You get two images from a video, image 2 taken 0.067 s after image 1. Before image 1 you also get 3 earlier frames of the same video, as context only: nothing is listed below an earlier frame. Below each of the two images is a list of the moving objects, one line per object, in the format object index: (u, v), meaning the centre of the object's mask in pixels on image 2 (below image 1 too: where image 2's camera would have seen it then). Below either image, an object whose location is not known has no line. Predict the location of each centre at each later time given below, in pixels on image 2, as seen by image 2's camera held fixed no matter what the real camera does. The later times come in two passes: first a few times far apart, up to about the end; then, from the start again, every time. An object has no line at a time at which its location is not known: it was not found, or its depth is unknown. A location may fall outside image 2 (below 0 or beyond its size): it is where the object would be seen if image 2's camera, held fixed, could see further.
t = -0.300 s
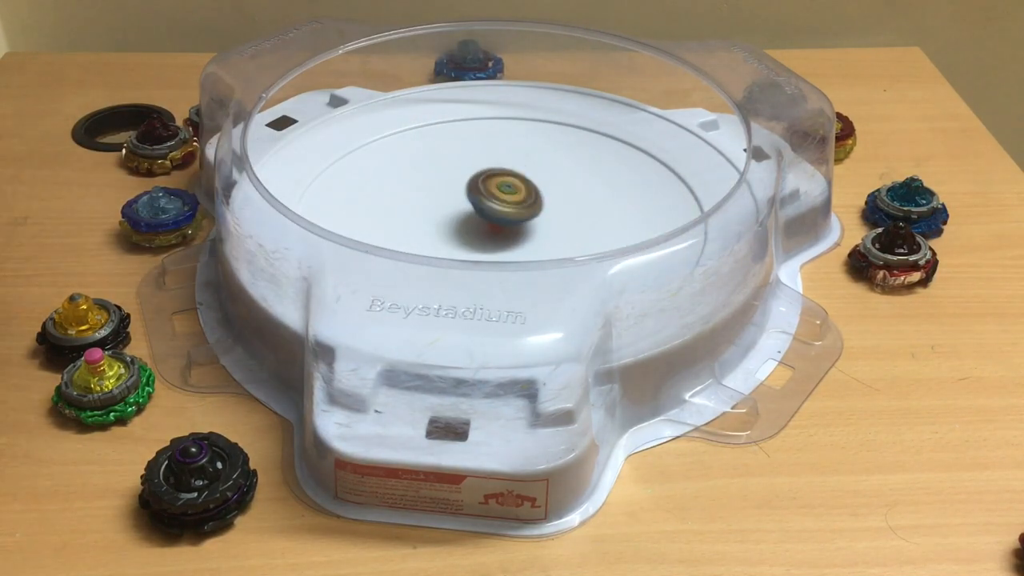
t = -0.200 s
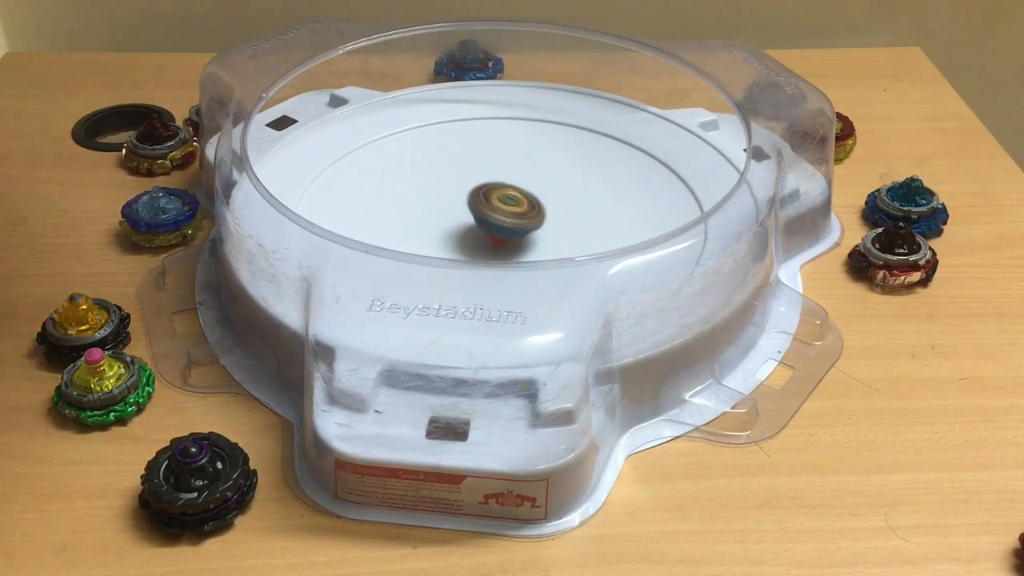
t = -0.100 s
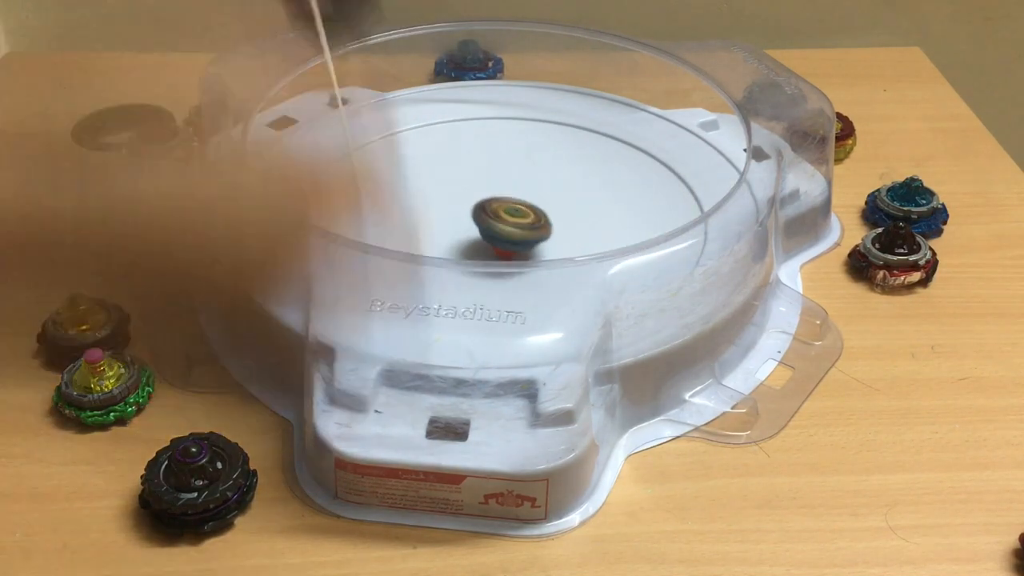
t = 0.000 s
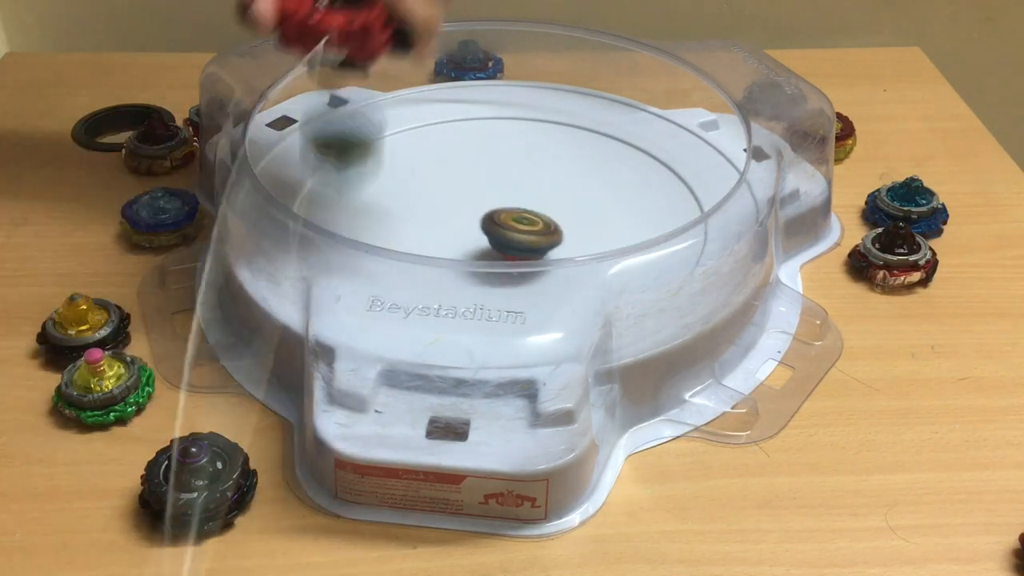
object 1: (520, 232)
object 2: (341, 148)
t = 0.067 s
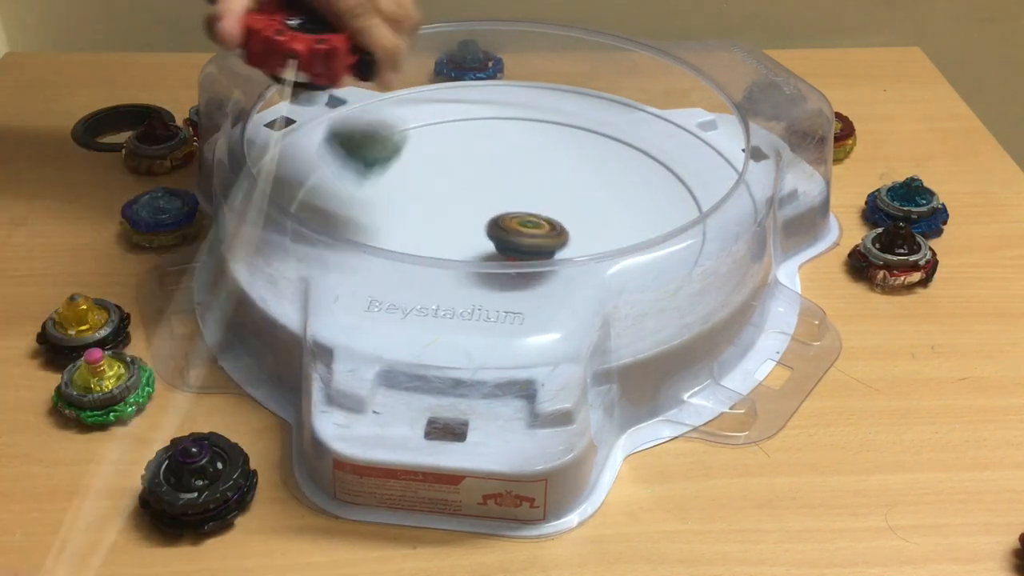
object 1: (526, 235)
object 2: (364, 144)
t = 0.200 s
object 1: (535, 237)
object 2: (460, 106)
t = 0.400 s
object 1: (538, 233)
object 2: (572, 153)
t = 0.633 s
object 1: (517, 224)
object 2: (575, 188)
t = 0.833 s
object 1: (465, 219)
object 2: (544, 171)
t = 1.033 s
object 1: (444, 222)
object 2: (520, 150)
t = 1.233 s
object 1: (447, 226)
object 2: (488, 148)
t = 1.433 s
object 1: (469, 224)
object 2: (470, 173)
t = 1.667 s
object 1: (479, 242)
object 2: (494, 151)
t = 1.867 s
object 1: (474, 240)
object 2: (483, 148)
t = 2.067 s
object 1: (465, 236)
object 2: (484, 163)
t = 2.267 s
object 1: (455, 230)
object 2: (501, 184)
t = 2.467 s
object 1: (443, 223)
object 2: (535, 213)
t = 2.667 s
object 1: (447, 213)
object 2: (559, 231)
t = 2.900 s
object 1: (463, 199)
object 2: (528, 238)
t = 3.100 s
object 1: (464, 188)
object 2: (473, 237)
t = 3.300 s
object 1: (483, 185)
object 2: (447, 231)
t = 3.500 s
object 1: (509, 175)
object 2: (433, 223)
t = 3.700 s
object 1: (600, 158)
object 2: (400, 226)
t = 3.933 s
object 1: (566, 194)
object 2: (459, 239)
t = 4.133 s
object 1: (569, 218)
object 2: (451, 244)
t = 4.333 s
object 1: (550, 224)
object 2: (453, 235)
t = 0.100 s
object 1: (529, 237)
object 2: (390, 109)
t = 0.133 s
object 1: (531, 237)
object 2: (412, 91)
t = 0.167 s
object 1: (534, 237)
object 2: (435, 89)
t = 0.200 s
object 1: (535, 237)
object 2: (460, 106)
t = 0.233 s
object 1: (537, 237)
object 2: (484, 137)
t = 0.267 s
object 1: (538, 236)
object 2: (506, 158)
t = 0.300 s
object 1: (538, 235)
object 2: (523, 134)
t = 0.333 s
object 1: (539, 234)
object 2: (538, 125)
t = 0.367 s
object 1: (539, 233)
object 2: (555, 131)
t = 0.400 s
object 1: (538, 233)
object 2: (572, 153)
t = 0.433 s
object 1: (537, 232)
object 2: (580, 148)
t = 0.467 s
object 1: (535, 230)
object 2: (585, 143)
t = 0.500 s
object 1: (532, 229)
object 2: (589, 154)
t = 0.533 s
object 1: (530, 227)
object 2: (591, 173)
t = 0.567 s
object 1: (527, 226)
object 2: (588, 175)
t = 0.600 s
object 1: (522, 225)
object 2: (583, 182)
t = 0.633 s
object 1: (517, 224)
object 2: (575, 188)
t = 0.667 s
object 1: (507, 223)
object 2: (569, 187)
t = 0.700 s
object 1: (497, 223)
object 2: (561, 189)
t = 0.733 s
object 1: (489, 221)
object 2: (554, 187)
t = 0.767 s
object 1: (480, 219)
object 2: (550, 182)
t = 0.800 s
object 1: (472, 220)
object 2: (547, 176)
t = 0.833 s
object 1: (465, 219)
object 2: (544, 171)
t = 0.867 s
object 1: (459, 219)
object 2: (541, 166)
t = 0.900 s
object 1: (454, 220)
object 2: (538, 162)
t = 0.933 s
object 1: (449, 219)
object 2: (533, 158)
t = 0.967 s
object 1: (447, 221)
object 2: (529, 155)
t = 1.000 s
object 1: (444, 221)
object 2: (524, 152)
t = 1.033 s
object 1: (444, 222)
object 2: (520, 150)
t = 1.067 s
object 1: (444, 223)
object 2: (515, 148)
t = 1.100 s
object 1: (443, 223)
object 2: (510, 147)
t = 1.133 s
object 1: (443, 224)
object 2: (504, 146)
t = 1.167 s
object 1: (444, 225)
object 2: (499, 146)
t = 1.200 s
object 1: (445, 226)
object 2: (493, 147)
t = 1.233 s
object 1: (447, 226)
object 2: (488, 148)
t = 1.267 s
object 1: (449, 226)
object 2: (483, 151)
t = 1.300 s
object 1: (451, 226)
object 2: (478, 154)
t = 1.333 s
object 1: (454, 226)
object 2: (475, 158)
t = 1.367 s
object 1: (458, 226)
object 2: (472, 163)
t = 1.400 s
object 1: (463, 225)
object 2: (470, 169)
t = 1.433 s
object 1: (469, 224)
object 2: (470, 173)
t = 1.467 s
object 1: (472, 226)
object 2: (471, 175)
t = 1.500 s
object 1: (477, 225)
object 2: (476, 176)
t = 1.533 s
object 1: (480, 227)
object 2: (478, 177)
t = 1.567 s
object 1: (478, 234)
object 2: (486, 168)
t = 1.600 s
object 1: (477, 237)
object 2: (492, 158)
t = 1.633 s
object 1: (478, 242)
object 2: (494, 153)
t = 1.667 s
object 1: (479, 242)
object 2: (494, 151)
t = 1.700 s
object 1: (480, 243)
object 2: (492, 150)
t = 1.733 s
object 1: (480, 242)
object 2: (490, 149)
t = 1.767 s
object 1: (478, 242)
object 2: (488, 149)
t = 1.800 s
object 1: (477, 241)
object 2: (486, 148)
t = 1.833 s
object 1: (476, 240)
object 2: (485, 147)
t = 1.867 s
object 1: (474, 240)
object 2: (483, 148)
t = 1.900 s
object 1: (472, 240)
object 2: (481, 149)
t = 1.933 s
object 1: (471, 239)
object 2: (480, 150)
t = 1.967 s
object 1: (470, 238)
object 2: (480, 153)
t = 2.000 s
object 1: (468, 238)
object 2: (481, 156)
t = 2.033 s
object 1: (467, 237)
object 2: (482, 159)
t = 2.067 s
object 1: (465, 236)
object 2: (484, 163)
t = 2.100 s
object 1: (463, 236)
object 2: (486, 166)
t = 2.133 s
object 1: (461, 234)
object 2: (488, 169)
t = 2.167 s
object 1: (460, 233)
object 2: (491, 173)
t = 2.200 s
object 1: (458, 232)
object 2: (494, 177)
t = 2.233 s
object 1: (456, 231)
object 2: (497, 180)
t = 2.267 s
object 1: (455, 230)
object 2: (501, 184)
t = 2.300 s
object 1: (452, 229)
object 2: (505, 188)
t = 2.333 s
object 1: (451, 228)
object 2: (510, 191)
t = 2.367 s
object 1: (449, 227)
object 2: (514, 195)
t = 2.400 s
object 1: (448, 227)
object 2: (518, 199)
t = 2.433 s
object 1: (446, 224)
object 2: (527, 207)
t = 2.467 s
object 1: (443, 223)
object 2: (535, 213)
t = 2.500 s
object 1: (442, 221)
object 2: (544, 218)
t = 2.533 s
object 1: (441, 219)
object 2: (550, 222)
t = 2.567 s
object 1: (441, 217)
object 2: (555, 225)
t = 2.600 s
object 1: (442, 216)
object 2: (558, 227)
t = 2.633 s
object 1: (444, 214)
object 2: (559, 229)
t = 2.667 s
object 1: (447, 213)
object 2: (559, 231)
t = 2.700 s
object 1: (449, 212)
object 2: (559, 232)
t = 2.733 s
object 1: (452, 210)
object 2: (557, 234)
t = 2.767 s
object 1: (455, 207)
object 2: (554, 235)
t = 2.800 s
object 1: (457, 205)
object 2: (550, 236)
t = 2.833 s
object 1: (460, 203)
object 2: (543, 237)
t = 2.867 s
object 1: (461, 200)
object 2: (536, 238)
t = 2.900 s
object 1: (463, 199)
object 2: (528, 238)
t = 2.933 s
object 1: (465, 197)
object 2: (516, 238)
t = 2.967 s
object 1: (465, 195)
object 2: (504, 238)
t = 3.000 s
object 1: (466, 192)
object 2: (494, 238)
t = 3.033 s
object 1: (463, 190)
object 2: (485, 239)
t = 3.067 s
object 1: (465, 188)
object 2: (479, 238)
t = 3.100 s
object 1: (464, 188)
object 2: (473, 237)
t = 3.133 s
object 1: (465, 187)
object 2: (469, 236)
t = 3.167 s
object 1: (467, 188)
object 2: (465, 235)
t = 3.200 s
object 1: (469, 187)
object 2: (461, 235)
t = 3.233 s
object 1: (472, 186)
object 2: (456, 234)
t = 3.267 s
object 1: (476, 186)
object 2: (454, 232)
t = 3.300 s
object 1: (483, 185)
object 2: (447, 231)
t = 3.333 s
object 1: (493, 182)
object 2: (436, 230)
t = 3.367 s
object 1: (497, 181)
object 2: (430, 229)
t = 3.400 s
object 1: (501, 179)
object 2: (427, 228)
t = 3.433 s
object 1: (505, 177)
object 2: (427, 227)
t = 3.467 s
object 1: (507, 175)
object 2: (429, 225)
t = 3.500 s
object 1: (509, 175)
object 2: (433, 223)
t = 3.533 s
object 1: (510, 176)
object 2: (440, 218)
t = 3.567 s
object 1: (511, 178)
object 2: (446, 214)
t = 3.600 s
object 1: (514, 181)
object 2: (452, 210)
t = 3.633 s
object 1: (554, 164)
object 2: (409, 219)
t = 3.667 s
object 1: (584, 158)
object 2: (398, 223)
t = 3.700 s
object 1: (600, 158)
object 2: (400, 226)
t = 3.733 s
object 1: (601, 158)
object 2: (403, 229)
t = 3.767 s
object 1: (599, 160)
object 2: (407, 231)
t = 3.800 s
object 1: (598, 162)
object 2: (414, 234)
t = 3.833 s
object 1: (597, 165)
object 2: (423, 237)
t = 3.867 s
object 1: (592, 170)
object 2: (434, 238)
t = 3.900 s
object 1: (582, 181)
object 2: (445, 239)
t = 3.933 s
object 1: (566, 194)
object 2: (459, 239)
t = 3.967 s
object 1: (547, 209)
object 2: (474, 238)
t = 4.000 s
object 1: (540, 216)
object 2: (465, 239)
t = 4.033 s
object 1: (542, 219)
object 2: (462, 240)
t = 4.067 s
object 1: (561, 218)
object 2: (452, 242)
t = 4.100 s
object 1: (568, 218)
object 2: (451, 243)
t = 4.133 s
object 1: (569, 218)
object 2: (451, 244)
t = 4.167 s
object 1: (570, 218)
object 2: (450, 244)
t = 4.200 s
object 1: (568, 218)
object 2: (451, 244)
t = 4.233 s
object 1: (566, 218)
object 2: (453, 242)
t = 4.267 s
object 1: (561, 220)
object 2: (456, 240)
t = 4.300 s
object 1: (553, 222)
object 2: (460, 238)
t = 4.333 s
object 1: (550, 224)
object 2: (453, 235)
